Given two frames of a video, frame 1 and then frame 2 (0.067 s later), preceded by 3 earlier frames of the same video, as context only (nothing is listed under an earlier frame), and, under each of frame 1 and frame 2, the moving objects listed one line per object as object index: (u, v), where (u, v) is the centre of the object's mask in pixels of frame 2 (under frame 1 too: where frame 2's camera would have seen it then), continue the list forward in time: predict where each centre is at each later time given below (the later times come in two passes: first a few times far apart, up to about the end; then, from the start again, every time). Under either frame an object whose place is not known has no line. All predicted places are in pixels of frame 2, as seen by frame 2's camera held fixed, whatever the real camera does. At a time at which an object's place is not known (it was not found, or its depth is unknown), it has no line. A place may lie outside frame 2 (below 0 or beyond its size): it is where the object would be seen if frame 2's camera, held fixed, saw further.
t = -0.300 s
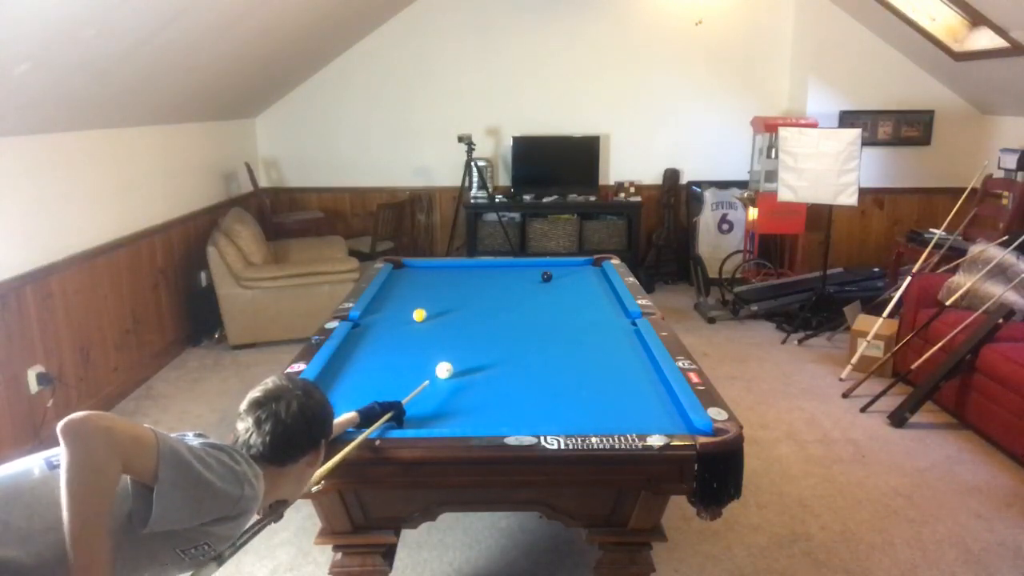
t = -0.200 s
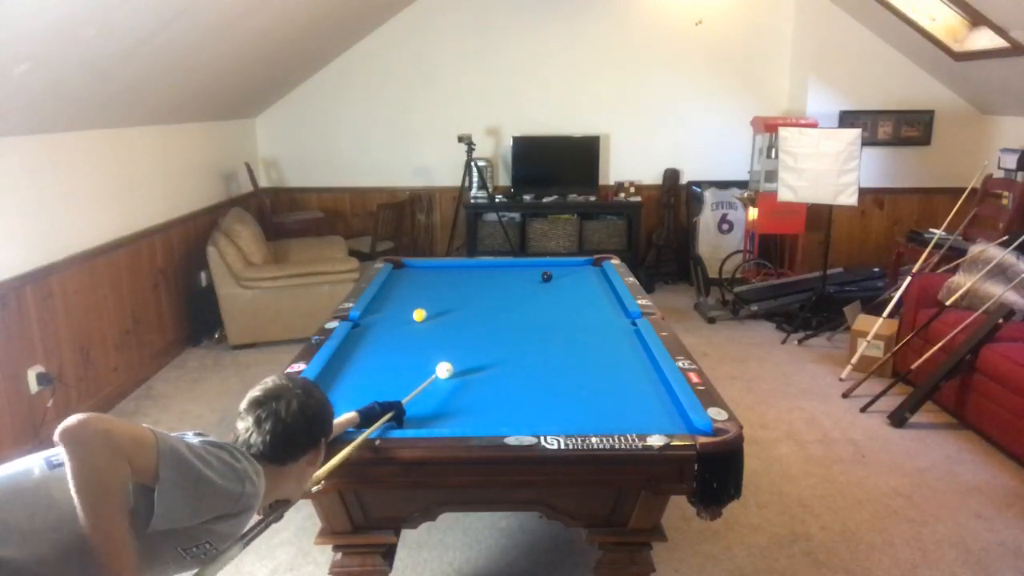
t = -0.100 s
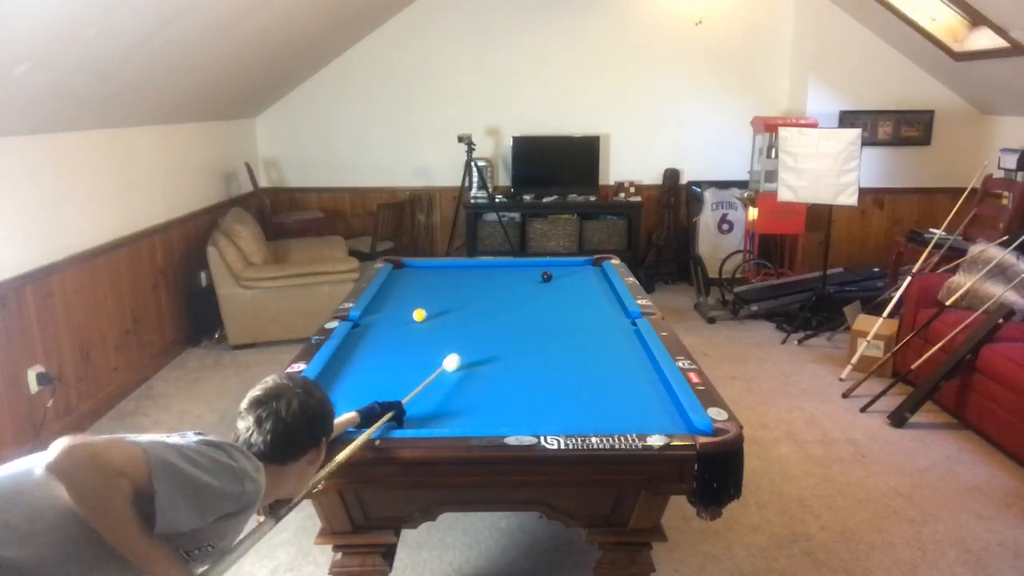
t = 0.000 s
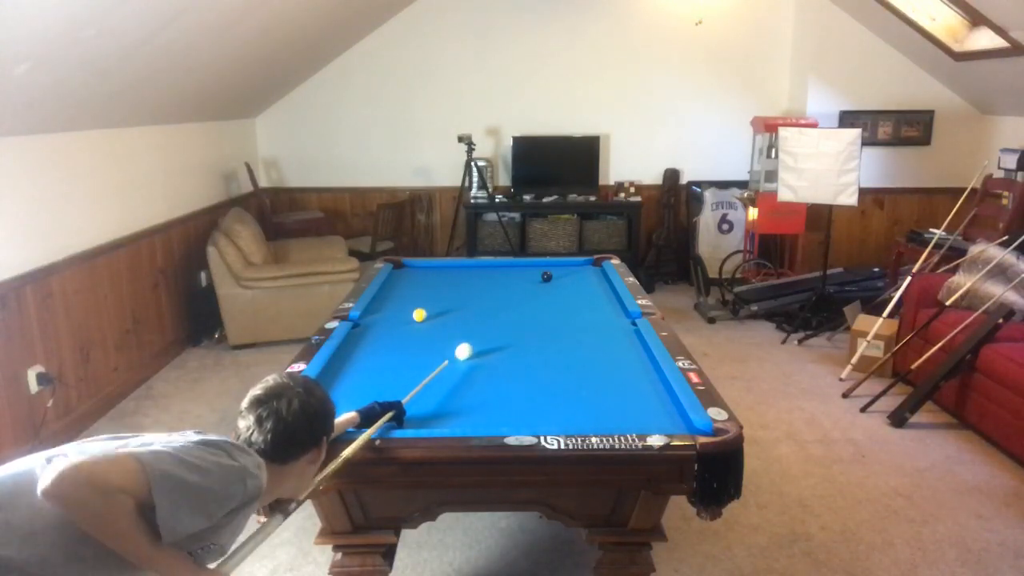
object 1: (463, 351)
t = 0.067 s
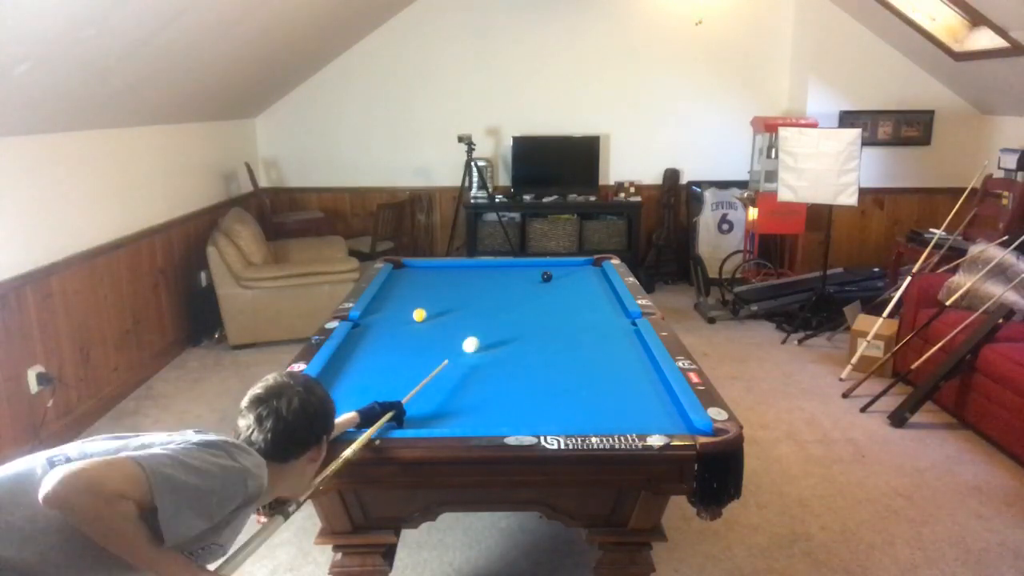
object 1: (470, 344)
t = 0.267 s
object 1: (489, 326)
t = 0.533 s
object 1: (510, 306)
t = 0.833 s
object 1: (530, 288)
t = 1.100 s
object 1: (535, 277)
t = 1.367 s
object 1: (526, 272)
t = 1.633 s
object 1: (517, 267)
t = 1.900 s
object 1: (509, 263)
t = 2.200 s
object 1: (504, 265)
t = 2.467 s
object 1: (499, 268)
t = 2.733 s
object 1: (494, 271)
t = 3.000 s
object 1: (490, 273)
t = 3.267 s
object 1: (486, 275)
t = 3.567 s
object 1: (481, 278)
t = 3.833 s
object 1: (477, 279)
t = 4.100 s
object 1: (474, 281)
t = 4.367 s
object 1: (472, 282)
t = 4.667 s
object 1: (468, 283)
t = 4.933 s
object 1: (467, 284)
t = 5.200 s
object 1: (466, 285)
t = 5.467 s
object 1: (465, 285)
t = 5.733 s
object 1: (465, 285)
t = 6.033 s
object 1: (465, 285)
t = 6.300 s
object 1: (465, 285)
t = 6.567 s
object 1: (465, 285)
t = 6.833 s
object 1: (465, 285)
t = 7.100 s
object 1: (465, 285)
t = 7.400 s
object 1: (465, 285)
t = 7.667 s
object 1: (465, 285)
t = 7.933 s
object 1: (465, 285)
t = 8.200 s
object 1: (465, 285)
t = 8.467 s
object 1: (465, 285)
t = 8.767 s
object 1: (465, 285)
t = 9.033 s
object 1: (465, 285)
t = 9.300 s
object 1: (465, 285)
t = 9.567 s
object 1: (465, 285)
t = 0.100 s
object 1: (474, 341)
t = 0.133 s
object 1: (477, 338)
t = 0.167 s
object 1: (480, 335)
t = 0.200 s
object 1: (483, 332)
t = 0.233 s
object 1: (486, 329)
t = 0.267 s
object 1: (489, 326)
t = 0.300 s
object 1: (492, 323)
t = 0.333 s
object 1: (495, 321)
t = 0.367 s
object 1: (498, 318)
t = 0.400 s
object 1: (500, 316)
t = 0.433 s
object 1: (503, 313)
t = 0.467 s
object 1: (505, 311)
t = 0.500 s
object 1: (508, 308)
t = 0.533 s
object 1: (510, 306)
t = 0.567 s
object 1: (513, 304)
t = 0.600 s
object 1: (515, 302)
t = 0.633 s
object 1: (517, 300)
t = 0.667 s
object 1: (519, 298)
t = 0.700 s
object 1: (522, 295)
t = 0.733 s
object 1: (524, 294)
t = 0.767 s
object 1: (526, 292)
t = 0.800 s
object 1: (528, 290)
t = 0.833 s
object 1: (530, 288)
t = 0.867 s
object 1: (531, 286)
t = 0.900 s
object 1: (533, 284)
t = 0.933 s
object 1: (535, 283)
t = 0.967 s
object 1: (537, 281)
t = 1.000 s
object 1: (538, 279)
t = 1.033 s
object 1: (539, 278)
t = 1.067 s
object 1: (537, 278)
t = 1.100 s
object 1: (535, 277)
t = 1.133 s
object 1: (534, 276)
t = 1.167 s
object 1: (533, 275)
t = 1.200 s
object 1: (532, 275)
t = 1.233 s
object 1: (530, 274)
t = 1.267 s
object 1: (529, 274)
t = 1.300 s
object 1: (528, 273)
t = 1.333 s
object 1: (527, 272)
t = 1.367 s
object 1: (526, 272)
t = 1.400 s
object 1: (524, 271)
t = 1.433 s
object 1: (523, 270)
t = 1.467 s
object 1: (522, 270)
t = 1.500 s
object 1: (521, 269)
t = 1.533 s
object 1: (520, 269)
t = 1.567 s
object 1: (519, 268)
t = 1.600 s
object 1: (518, 268)
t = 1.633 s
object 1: (517, 267)
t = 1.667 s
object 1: (516, 266)
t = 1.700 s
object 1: (515, 266)
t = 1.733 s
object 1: (514, 265)
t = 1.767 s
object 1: (513, 265)
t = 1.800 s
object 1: (512, 264)
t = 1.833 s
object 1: (511, 264)
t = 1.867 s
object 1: (510, 263)
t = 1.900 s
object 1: (509, 263)
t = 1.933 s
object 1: (509, 263)
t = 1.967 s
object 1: (508, 263)
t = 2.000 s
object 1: (507, 263)
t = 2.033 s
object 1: (507, 264)
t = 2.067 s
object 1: (506, 264)
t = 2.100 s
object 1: (506, 264)
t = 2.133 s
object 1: (505, 265)
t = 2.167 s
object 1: (505, 265)
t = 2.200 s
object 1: (504, 265)
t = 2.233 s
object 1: (503, 266)
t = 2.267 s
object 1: (503, 266)
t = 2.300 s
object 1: (502, 266)
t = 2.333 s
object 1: (502, 267)
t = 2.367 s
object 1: (501, 267)
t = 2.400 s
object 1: (500, 267)
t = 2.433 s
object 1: (500, 268)
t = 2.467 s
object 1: (499, 268)
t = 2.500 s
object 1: (499, 268)
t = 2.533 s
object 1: (498, 269)
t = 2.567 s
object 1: (497, 269)
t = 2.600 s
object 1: (497, 269)
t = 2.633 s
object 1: (496, 270)
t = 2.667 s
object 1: (496, 270)
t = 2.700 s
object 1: (495, 270)
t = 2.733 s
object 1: (494, 271)
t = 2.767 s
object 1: (494, 271)
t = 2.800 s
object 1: (493, 271)
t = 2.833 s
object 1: (493, 272)
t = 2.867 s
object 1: (492, 272)
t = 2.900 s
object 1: (492, 272)
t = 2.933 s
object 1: (491, 273)
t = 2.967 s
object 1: (490, 273)
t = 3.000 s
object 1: (490, 273)
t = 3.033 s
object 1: (489, 273)
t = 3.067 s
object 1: (489, 274)
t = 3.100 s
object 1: (488, 274)
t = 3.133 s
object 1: (488, 274)
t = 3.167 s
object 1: (487, 274)
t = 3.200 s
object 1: (486, 275)
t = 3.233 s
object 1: (486, 275)
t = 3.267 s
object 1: (486, 275)
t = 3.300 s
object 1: (485, 275)
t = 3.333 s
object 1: (484, 276)
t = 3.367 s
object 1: (484, 276)
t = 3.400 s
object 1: (483, 276)
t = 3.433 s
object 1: (483, 277)
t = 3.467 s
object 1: (482, 277)
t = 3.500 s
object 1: (482, 277)
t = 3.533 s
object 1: (481, 277)
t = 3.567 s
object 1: (481, 278)
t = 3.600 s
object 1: (480, 278)
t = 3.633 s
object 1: (480, 278)
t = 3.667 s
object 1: (479, 278)
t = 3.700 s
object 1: (479, 278)
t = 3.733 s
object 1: (479, 279)
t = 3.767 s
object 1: (478, 279)
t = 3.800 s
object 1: (478, 279)
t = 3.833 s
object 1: (477, 279)
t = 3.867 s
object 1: (477, 279)
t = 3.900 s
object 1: (476, 280)
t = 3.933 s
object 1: (476, 280)
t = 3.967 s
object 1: (476, 280)
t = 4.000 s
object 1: (475, 280)
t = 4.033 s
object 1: (475, 280)
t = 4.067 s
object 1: (474, 281)
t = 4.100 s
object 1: (474, 281)
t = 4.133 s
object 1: (474, 281)
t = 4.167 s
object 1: (473, 281)
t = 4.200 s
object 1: (473, 281)
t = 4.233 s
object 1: (473, 281)
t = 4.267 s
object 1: (473, 282)
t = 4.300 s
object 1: (472, 282)
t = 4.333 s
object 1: (472, 282)
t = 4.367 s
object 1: (472, 282)
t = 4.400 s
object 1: (471, 282)
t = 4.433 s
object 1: (471, 282)
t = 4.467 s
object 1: (470, 282)
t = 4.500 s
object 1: (470, 283)
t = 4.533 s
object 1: (470, 283)
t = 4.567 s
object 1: (469, 283)
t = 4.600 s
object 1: (469, 283)
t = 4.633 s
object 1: (469, 283)
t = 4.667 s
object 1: (468, 283)
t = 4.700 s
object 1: (468, 284)
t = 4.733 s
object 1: (468, 284)
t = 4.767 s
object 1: (468, 284)
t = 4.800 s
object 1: (467, 284)
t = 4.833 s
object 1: (467, 284)
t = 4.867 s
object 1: (467, 284)
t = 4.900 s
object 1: (467, 284)
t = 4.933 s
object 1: (467, 284)
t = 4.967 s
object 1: (466, 284)
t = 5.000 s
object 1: (466, 284)
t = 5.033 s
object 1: (466, 285)
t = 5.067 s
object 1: (466, 285)
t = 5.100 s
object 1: (466, 285)
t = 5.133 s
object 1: (466, 285)
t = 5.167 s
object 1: (466, 285)
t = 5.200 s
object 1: (466, 285)
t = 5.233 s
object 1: (465, 285)
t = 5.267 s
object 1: (465, 285)
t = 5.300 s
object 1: (465, 285)
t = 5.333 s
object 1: (465, 285)
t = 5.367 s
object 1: (465, 285)
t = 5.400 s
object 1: (465, 285)
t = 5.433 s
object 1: (465, 285)
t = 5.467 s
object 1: (465, 285)
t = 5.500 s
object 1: (465, 285)
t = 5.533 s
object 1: (465, 285)
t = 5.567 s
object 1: (465, 285)
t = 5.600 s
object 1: (465, 285)
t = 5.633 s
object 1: (465, 285)
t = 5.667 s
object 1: (465, 285)
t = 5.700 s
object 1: (465, 285)
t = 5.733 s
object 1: (465, 285)
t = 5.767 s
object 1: (465, 285)
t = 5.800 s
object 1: (465, 285)
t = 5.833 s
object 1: (465, 285)
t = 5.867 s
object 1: (465, 285)
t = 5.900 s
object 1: (465, 285)
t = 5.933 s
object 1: (465, 285)
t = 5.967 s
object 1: (465, 285)
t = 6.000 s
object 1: (465, 285)
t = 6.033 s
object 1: (465, 285)
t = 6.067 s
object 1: (465, 285)
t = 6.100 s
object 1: (465, 285)
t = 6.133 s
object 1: (465, 285)
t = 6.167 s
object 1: (465, 285)
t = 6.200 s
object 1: (465, 285)
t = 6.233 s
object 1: (465, 285)
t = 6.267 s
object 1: (465, 285)
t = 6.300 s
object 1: (465, 285)
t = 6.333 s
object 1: (465, 285)
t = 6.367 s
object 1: (465, 285)
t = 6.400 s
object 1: (465, 285)
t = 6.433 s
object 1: (465, 285)
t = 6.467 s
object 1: (465, 285)
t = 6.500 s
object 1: (465, 285)
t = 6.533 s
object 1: (465, 285)
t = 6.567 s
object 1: (465, 285)
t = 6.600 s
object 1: (465, 285)
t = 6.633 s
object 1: (465, 285)
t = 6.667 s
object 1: (465, 285)
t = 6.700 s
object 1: (465, 285)
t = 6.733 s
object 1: (465, 285)
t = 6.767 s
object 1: (465, 285)
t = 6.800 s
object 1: (465, 285)
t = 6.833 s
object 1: (465, 285)
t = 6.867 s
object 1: (465, 285)
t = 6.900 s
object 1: (465, 285)
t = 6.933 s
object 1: (465, 285)
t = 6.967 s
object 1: (465, 285)
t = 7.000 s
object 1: (465, 285)
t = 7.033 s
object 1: (465, 285)
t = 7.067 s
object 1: (465, 285)
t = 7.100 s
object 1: (465, 285)
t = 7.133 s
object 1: (465, 285)
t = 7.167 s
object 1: (465, 285)
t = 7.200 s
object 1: (465, 285)
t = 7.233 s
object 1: (465, 285)
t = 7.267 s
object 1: (465, 285)
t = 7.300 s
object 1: (465, 285)
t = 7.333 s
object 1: (465, 285)
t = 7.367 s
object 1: (465, 285)
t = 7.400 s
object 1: (465, 285)
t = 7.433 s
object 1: (465, 285)
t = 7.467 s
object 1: (465, 285)
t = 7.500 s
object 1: (465, 285)
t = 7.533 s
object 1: (465, 285)
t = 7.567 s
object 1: (465, 285)
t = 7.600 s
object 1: (465, 285)
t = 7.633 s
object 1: (465, 285)
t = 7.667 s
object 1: (465, 285)
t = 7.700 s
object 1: (465, 285)
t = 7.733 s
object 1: (465, 285)
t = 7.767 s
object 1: (465, 285)
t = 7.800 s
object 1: (465, 285)
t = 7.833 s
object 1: (465, 285)
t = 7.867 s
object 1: (465, 285)
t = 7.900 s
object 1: (465, 285)
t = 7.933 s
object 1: (465, 285)
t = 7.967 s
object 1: (465, 285)
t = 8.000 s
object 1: (465, 285)
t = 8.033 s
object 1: (465, 285)
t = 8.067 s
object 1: (465, 285)
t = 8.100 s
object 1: (465, 285)
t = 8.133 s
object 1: (465, 285)
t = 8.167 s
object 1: (465, 285)
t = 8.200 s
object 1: (465, 285)
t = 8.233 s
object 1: (465, 285)
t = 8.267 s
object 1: (465, 285)
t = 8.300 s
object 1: (465, 285)
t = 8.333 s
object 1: (465, 285)
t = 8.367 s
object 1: (465, 285)
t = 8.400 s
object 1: (465, 285)
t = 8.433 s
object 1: (465, 285)
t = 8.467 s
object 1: (465, 285)
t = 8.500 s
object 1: (465, 285)
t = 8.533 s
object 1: (465, 285)
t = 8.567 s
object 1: (465, 285)
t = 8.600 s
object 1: (465, 285)
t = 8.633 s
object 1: (465, 285)
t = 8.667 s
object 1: (465, 285)
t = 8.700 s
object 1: (465, 285)
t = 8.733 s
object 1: (465, 285)
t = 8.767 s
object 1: (465, 285)
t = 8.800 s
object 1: (465, 285)
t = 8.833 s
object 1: (465, 285)
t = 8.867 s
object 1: (465, 285)
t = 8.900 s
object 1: (465, 285)
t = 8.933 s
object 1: (465, 285)
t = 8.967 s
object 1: (465, 285)
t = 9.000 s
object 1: (465, 285)
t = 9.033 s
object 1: (465, 285)
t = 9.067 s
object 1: (465, 285)
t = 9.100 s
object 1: (465, 285)
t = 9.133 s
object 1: (465, 285)
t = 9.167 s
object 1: (465, 285)
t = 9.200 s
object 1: (465, 285)
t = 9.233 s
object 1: (465, 285)
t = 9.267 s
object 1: (465, 285)
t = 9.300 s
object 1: (465, 285)
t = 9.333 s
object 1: (465, 285)
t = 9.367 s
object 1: (465, 285)
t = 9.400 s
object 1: (465, 285)
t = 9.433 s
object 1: (465, 285)
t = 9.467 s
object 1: (465, 285)
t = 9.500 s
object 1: (465, 285)
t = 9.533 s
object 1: (465, 285)
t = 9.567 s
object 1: (465, 285)
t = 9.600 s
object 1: (465, 285)
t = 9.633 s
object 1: (465, 285)
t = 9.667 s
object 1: (465, 285)
